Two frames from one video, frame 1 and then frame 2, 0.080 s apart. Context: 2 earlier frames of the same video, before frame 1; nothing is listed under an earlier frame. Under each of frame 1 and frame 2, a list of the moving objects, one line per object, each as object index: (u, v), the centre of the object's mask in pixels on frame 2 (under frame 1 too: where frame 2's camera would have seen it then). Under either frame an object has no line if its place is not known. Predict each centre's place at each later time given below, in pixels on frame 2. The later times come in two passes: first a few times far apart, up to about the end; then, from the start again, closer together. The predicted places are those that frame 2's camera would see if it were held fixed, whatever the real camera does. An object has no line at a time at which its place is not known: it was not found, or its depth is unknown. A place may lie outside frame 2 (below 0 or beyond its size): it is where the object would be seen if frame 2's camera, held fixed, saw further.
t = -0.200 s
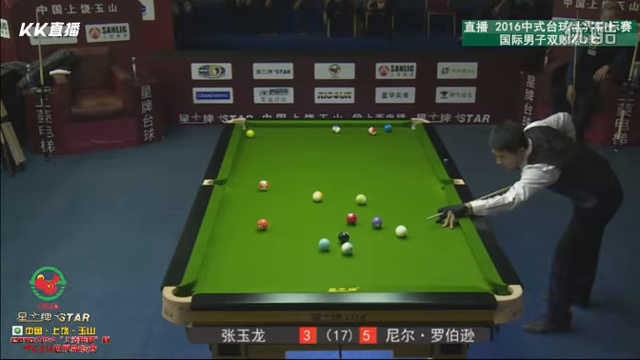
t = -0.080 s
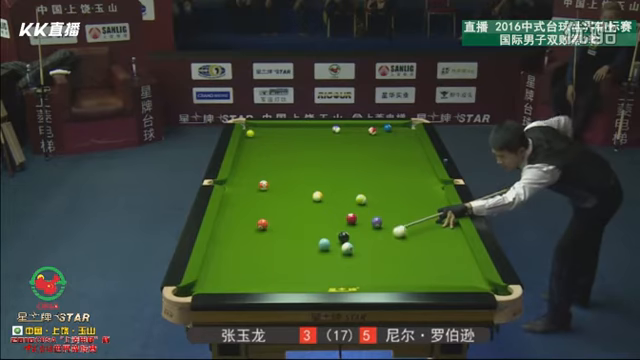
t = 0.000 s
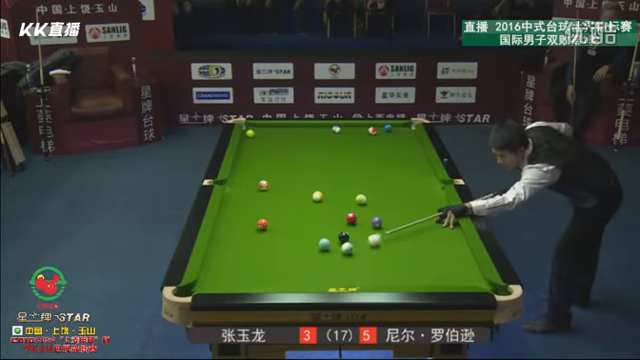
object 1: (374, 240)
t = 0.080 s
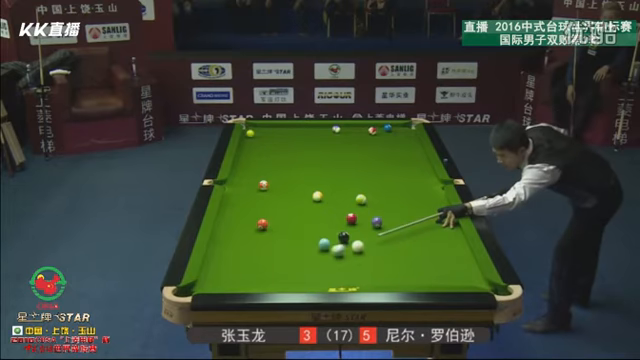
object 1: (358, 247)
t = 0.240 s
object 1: (354, 251)
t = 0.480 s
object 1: (337, 260)
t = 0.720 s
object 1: (320, 270)
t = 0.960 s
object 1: (302, 279)
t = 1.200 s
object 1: (282, 281)
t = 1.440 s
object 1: (262, 278)
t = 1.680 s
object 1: (243, 274)
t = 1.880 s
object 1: (228, 270)
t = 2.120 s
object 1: (211, 266)
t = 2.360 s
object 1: (216, 262)
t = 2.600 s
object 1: (225, 257)
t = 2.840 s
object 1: (233, 253)
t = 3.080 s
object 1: (241, 249)
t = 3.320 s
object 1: (247, 246)
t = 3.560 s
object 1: (253, 243)
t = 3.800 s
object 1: (258, 240)
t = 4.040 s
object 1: (262, 238)
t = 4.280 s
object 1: (266, 237)
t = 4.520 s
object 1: (269, 235)
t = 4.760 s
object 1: (272, 234)
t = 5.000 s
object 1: (274, 233)
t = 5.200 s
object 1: (275, 232)
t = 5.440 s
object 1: (276, 232)
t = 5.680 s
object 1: (276, 231)
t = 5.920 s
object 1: (276, 232)
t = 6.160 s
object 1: (277, 231)
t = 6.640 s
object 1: (276, 231)
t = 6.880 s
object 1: (276, 231)
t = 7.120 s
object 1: (277, 232)
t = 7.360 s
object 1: (276, 232)
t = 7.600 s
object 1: (276, 232)
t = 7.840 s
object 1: (276, 232)
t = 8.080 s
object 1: (276, 232)
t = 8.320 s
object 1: (277, 232)
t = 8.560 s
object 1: (277, 232)
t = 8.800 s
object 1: (276, 232)
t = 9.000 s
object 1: (276, 232)
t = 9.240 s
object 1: (276, 232)
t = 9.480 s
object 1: (277, 231)
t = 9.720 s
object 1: (277, 231)
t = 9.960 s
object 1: (277, 231)
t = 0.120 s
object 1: (358, 247)
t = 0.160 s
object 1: (357, 248)
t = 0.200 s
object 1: (355, 249)
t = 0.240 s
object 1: (354, 251)
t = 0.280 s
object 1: (351, 252)
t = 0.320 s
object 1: (349, 254)
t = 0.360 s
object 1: (346, 255)
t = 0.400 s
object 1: (343, 257)
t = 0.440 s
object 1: (340, 258)
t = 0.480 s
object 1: (337, 260)
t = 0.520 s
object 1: (334, 262)
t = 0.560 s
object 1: (331, 263)
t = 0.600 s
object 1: (328, 265)
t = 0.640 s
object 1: (326, 267)
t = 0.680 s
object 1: (323, 268)
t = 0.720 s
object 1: (320, 270)
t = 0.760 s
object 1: (317, 271)
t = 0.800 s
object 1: (314, 273)
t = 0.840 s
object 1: (311, 275)
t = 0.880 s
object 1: (308, 276)
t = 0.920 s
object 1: (305, 278)
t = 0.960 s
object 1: (302, 279)
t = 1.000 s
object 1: (299, 280)
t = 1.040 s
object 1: (296, 281)
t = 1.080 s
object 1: (293, 282)
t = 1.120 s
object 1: (290, 282)
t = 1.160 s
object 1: (286, 281)
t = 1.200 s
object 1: (282, 281)
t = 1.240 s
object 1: (279, 280)
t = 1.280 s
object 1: (275, 279)
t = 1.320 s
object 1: (272, 279)
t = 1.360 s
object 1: (269, 278)
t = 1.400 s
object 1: (265, 278)
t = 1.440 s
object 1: (262, 278)
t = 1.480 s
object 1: (259, 277)
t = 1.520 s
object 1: (255, 277)
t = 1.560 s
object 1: (252, 276)
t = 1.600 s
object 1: (249, 275)
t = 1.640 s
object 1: (246, 274)
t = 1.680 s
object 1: (243, 274)
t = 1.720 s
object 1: (240, 273)
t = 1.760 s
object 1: (237, 272)
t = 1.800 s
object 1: (234, 271)
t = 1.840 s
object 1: (231, 271)
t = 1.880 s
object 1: (228, 270)
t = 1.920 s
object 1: (225, 269)
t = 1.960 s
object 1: (222, 269)
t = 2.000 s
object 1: (219, 268)
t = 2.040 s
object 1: (217, 268)
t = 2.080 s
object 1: (214, 267)
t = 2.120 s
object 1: (211, 266)
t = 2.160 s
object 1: (209, 265)
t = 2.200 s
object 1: (209, 265)
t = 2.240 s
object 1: (210, 264)
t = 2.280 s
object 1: (212, 263)
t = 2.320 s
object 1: (214, 262)
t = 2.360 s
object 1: (216, 262)
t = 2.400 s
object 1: (217, 261)
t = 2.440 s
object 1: (219, 260)
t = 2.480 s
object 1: (220, 259)
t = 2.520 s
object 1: (222, 259)
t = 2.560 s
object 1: (224, 258)
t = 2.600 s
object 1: (225, 257)
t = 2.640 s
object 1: (227, 256)
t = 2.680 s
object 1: (228, 256)
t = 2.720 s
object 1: (229, 255)
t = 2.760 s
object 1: (231, 254)
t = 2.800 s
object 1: (232, 254)
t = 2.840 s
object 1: (233, 253)
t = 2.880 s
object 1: (234, 252)
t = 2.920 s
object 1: (236, 252)
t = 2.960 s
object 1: (237, 251)
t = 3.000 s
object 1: (238, 251)
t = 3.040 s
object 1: (239, 250)
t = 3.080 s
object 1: (241, 249)
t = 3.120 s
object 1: (242, 249)
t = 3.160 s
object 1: (243, 248)
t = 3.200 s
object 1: (244, 248)
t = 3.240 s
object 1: (245, 247)
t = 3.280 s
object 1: (246, 247)
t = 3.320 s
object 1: (247, 246)
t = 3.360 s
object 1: (248, 245)
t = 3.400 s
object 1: (249, 245)
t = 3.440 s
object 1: (250, 244)
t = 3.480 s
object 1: (251, 244)
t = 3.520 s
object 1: (252, 244)
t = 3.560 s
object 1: (253, 243)
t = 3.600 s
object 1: (254, 243)
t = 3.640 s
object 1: (255, 242)
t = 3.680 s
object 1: (255, 242)
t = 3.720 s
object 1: (256, 241)
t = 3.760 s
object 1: (257, 241)
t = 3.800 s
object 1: (258, 240)
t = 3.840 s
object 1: (259, 240)
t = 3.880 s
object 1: (260, 240)
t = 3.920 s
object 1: (260, 239)
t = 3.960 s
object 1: (261, 239)
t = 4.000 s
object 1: (262, 239)
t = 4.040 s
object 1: (262, 238)
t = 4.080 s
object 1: (263, 238)
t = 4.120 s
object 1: (264, 238)
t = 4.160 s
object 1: (264, 237)
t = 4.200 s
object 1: (265, 237)
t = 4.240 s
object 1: (265, 237)
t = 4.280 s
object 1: (266, 237)
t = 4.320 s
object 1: (267, 236)
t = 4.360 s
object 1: (267, 236)
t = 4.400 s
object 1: (268, 236)
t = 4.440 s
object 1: (268, 235)
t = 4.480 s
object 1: (269, 235)
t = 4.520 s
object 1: (269, 235)
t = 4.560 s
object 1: (270, 235)
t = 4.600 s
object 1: (270, 234)
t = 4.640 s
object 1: (270, 234)
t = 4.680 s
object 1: (271, 234)
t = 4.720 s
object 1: (271, 234)
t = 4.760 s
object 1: (272, 234)
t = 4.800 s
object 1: (272, 234)
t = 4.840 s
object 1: (273, 233)
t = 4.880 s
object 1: (273, 233)
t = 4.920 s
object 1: (273, 233)
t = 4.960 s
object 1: (273, 233)
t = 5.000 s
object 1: (274, 233)
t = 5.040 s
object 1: (274, 232)
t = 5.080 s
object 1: (274, 233)
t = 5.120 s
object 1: (274, 232)
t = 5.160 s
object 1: (274, 232)
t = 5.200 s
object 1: (275, 232)
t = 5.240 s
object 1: (275, 232)
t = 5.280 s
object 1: (276, 232)
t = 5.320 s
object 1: (276, 232)
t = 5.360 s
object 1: (276, 232)
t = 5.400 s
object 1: (276, 232)
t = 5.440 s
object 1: (276, 232)
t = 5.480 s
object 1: (276, 232)
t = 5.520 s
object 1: (276, 232)
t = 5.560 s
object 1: (276, 232)
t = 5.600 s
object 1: (276, 232)
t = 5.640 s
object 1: (276, 231)
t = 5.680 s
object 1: (276, 231)
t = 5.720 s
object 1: (276, 232)
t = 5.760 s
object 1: (276, 231)
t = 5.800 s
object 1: (276, 232)
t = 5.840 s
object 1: (276, 232)
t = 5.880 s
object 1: (276, 231)
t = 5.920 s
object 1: (276, 232)
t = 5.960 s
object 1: (276, 231)
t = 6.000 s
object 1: (276, 232)
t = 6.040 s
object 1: (275, 232)
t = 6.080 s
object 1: (276, 231)
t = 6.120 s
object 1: (276, 231)
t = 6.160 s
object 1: (277, 231)
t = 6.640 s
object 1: (276, 231)
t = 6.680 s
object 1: (276, 231)
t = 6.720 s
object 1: (276, 231)
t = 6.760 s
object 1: (277, 231)
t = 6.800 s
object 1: (277, 231)
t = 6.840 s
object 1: (277, 231)
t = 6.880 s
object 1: (276, 231)
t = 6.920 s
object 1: (277, 231)
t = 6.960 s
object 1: (277, 231)
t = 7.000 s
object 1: (277, 231)
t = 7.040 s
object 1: (276, 231)
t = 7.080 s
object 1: (277, 231)
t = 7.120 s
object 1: (277, 232)
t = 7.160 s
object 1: (277, 232)
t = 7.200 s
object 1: (276, 231)
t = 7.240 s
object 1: (277, 231)
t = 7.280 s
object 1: (277, 231)
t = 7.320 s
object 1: (276, 232)
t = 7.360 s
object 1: (276, 232)
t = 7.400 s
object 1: (276, 232)
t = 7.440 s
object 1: (276, 232)
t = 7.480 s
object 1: (276, 232)
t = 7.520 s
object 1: (276, 232)
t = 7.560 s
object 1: (276, 231)
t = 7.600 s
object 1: (276, 232)
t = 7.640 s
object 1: (276, 232)
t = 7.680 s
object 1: (276, 232)
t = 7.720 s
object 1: (276, 232)
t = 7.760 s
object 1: (276, 232)
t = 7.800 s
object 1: (276, 232)
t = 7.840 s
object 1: (276, 232)
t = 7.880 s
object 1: (276, 232)
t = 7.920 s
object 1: (276, 232)
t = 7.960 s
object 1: (276, 232)
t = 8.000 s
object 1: (276, 232)
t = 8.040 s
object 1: (276, 232)
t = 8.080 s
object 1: (276, 232)
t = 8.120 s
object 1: (276, 232)
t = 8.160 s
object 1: (276, 232)
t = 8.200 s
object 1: (276, 232)
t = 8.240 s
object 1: (276, 232)
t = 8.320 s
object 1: (277, 232)
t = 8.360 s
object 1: (276, 232)
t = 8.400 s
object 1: (276, 232)
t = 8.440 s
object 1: (277, 232)
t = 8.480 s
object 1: (276, 232)
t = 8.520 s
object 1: (276, 232)
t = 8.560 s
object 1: (277, 232)
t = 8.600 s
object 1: (276, 232)
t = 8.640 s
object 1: (276, 232)
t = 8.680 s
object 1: (276, 232)
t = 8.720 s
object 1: (276, 232)
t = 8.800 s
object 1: (276, 232)
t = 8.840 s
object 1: (276, 232)
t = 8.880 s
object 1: (276, 232)
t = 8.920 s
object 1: (276, 232)
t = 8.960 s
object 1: (276, 232)
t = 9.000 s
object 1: (276, 232)
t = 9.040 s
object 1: (276, 232)
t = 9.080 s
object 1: (276, 232)
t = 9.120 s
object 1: (276, 232)
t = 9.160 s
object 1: (276, 232)
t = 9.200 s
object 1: (276, 232)
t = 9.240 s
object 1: (276, 232)
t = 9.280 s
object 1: (277, 232)
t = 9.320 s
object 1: (277, 231)
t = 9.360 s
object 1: (277, 231)
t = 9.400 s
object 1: (277, 231)
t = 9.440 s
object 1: (277, 231)
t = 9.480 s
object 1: (277, 231)
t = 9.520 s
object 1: (277, 231)
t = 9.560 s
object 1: (277, 231)
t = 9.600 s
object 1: (277, 231)
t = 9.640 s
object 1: (277, 231)
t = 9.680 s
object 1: (277, 231)
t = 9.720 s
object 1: (277, 231)
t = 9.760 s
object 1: (277, 231)
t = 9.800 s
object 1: (276, 231)
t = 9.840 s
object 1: (277, 231)
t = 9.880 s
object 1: (276, 231)
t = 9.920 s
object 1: (276, 231)
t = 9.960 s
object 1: (277, 231)
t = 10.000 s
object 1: (277, 231)
